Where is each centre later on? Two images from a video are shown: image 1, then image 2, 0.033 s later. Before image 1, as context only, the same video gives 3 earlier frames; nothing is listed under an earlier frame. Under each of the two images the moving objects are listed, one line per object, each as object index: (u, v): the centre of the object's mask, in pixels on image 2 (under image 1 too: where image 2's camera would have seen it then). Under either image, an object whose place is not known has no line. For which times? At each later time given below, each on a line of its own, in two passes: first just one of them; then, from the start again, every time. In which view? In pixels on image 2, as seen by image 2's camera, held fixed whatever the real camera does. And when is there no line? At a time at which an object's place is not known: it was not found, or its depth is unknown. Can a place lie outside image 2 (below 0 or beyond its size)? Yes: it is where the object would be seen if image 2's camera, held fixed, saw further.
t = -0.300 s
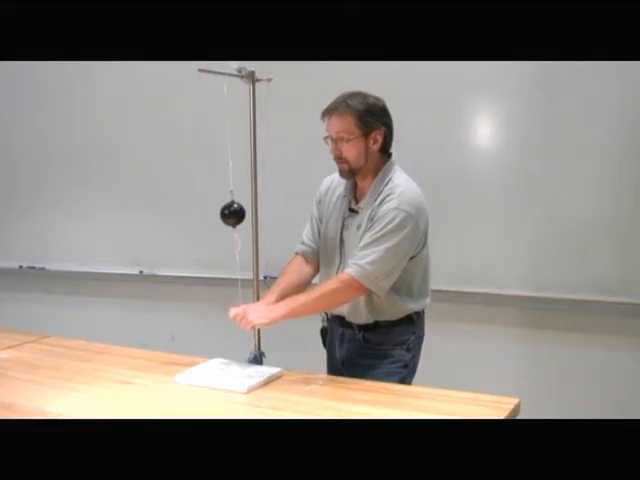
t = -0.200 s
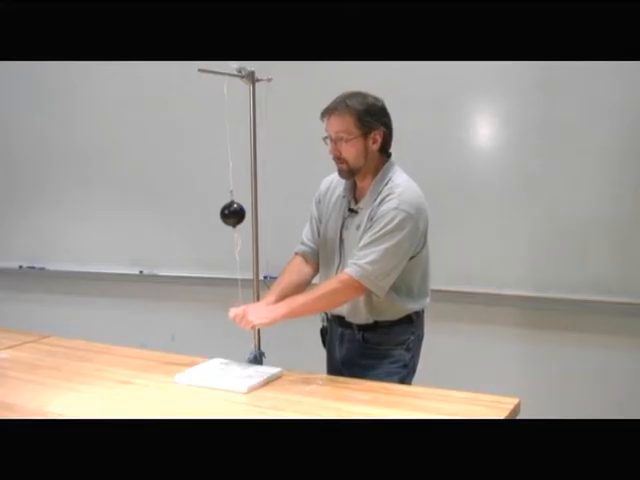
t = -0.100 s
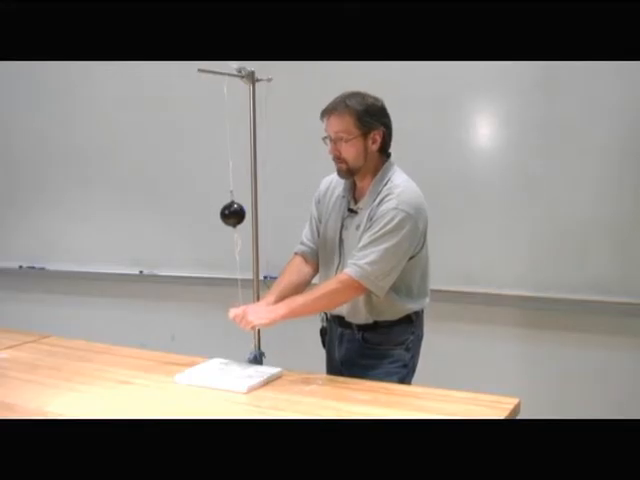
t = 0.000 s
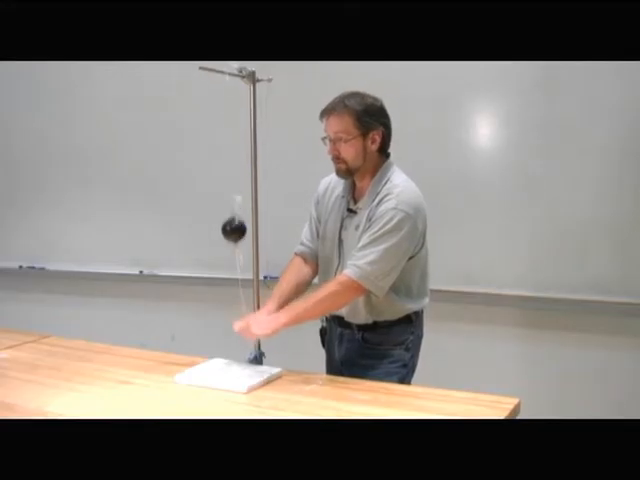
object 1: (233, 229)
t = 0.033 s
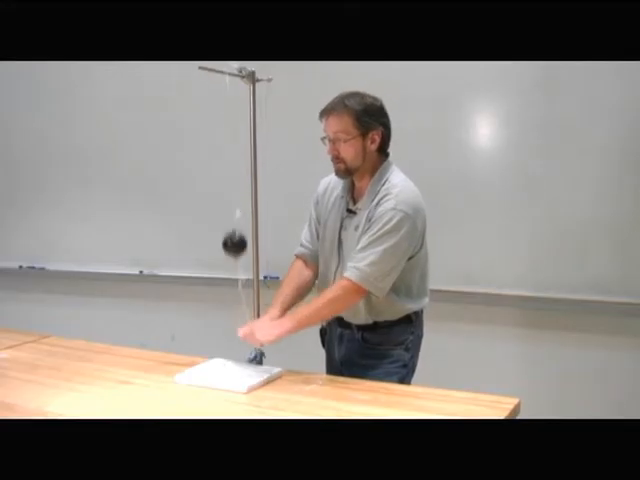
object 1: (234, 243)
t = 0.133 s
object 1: (237, 308)
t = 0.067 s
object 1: (235, 261)
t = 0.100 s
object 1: (236, 283)
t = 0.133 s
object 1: (237, 308)
